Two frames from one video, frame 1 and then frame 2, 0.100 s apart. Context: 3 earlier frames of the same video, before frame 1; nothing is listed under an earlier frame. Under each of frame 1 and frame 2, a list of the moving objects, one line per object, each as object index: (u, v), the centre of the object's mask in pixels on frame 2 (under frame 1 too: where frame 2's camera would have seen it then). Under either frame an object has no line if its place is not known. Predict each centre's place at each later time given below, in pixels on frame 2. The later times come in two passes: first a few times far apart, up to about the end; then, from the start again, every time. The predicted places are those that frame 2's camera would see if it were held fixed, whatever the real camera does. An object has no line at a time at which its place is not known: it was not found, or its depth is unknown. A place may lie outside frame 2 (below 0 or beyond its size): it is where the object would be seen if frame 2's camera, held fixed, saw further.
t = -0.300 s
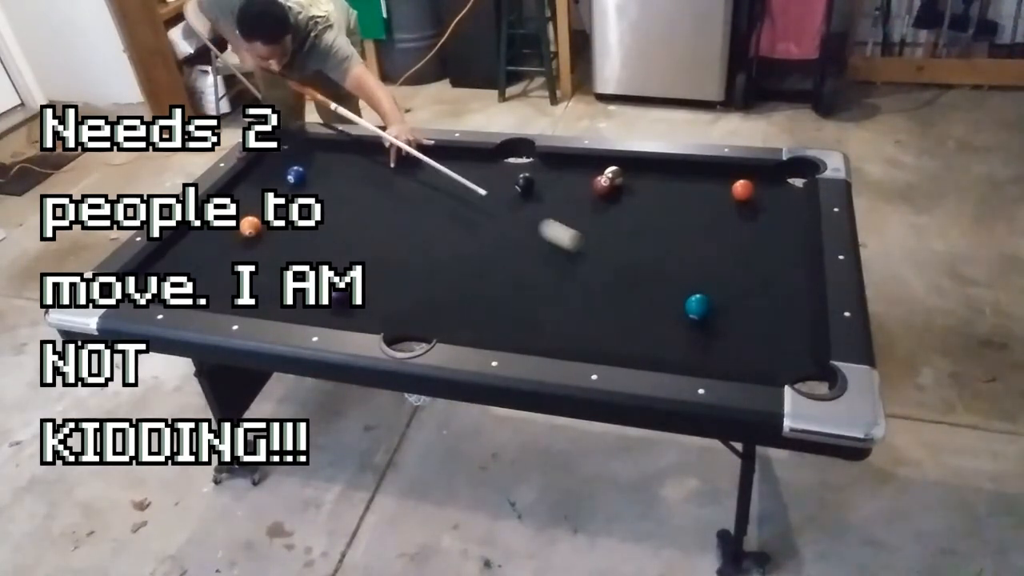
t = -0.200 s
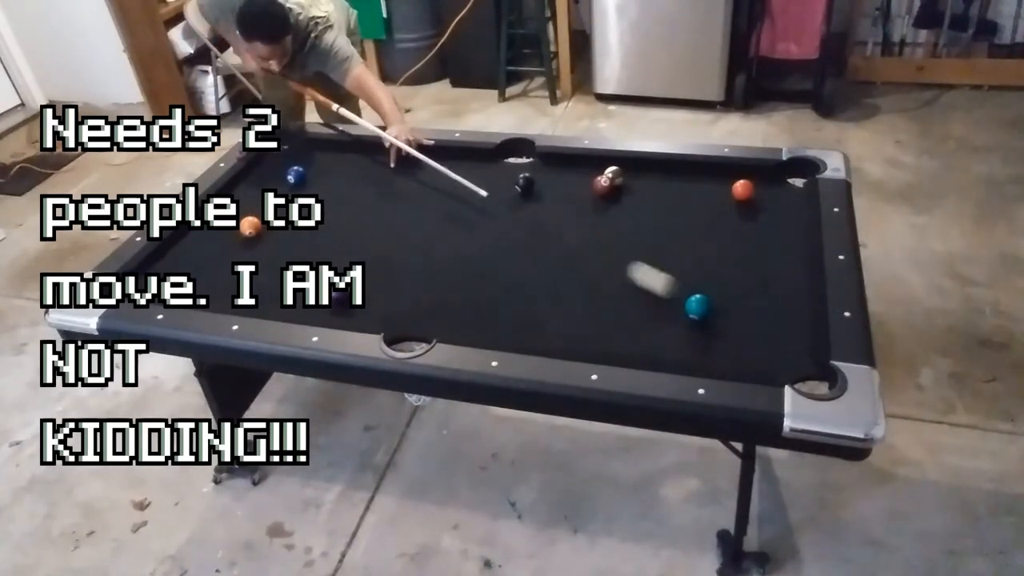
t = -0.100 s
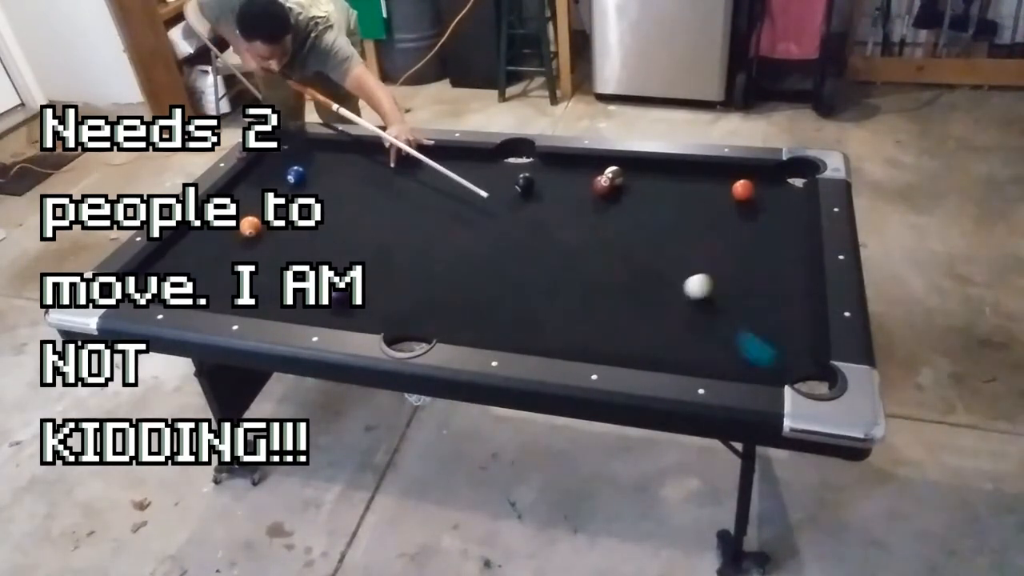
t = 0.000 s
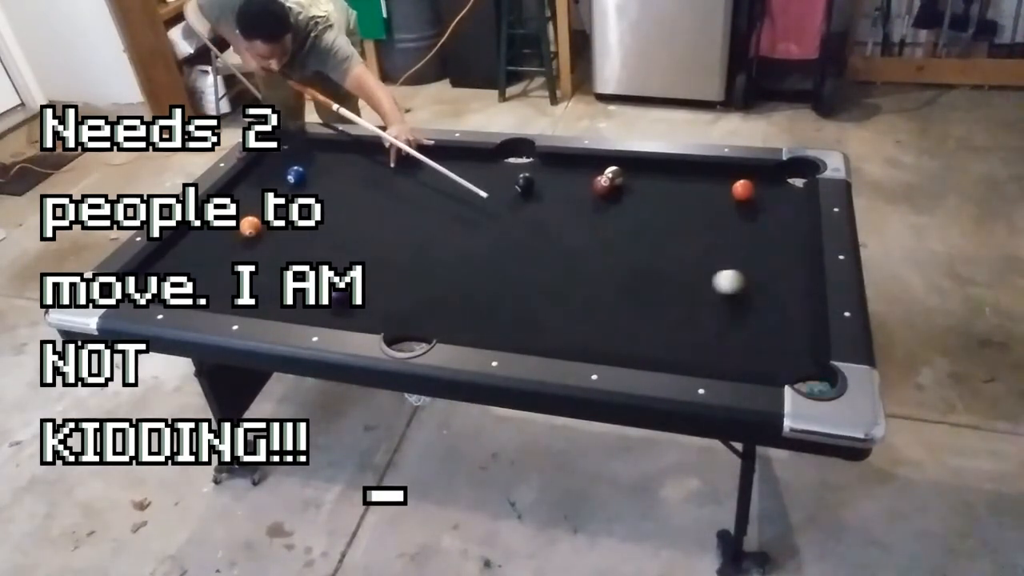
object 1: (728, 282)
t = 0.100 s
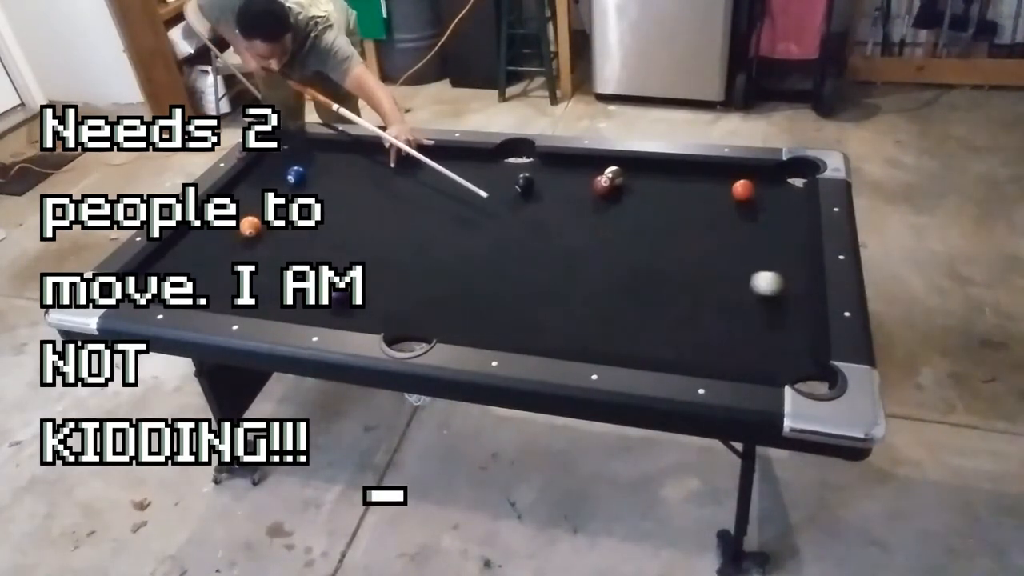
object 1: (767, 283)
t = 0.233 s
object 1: (782, 283)
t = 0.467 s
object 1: (751, 277)
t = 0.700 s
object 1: (725, 271)
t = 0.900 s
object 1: (705, 267)
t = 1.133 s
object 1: (684, 262)
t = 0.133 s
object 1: (781, 284)
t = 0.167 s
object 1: (792, 285)
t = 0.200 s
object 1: (787, 284)
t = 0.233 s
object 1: (782, 283)
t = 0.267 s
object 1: (777, 282)
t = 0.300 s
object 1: (773, 281)
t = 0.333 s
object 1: (768, 281)
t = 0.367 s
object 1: (764, 280)
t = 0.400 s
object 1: (759, 279)
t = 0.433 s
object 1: (756, 278)
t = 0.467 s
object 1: (751, 277)
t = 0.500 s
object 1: (747, 276)
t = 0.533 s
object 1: (743, 275)
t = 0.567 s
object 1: (739, 274)
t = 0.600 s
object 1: (736, 274)
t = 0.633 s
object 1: (732, 273)
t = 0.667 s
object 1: (728, 272)
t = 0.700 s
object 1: (725, 271)
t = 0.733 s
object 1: (721, 271)
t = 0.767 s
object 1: (718, 270)
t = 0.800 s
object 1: (714, 269)
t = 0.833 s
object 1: (711, 268)
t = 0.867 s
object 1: (708, 268)
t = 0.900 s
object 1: (705, 267)
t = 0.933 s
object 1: (702, 266)
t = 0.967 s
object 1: (699, 265)
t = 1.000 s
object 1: (696, 265)
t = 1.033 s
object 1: (693, 264)
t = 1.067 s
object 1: (690, 263)
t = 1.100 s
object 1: (687, 263)
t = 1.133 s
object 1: (684, 262)
